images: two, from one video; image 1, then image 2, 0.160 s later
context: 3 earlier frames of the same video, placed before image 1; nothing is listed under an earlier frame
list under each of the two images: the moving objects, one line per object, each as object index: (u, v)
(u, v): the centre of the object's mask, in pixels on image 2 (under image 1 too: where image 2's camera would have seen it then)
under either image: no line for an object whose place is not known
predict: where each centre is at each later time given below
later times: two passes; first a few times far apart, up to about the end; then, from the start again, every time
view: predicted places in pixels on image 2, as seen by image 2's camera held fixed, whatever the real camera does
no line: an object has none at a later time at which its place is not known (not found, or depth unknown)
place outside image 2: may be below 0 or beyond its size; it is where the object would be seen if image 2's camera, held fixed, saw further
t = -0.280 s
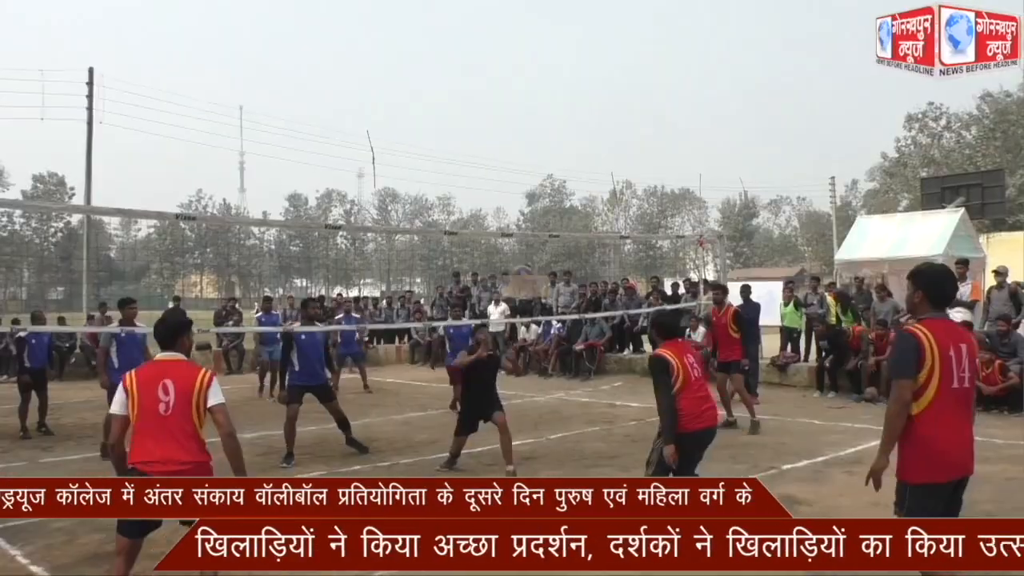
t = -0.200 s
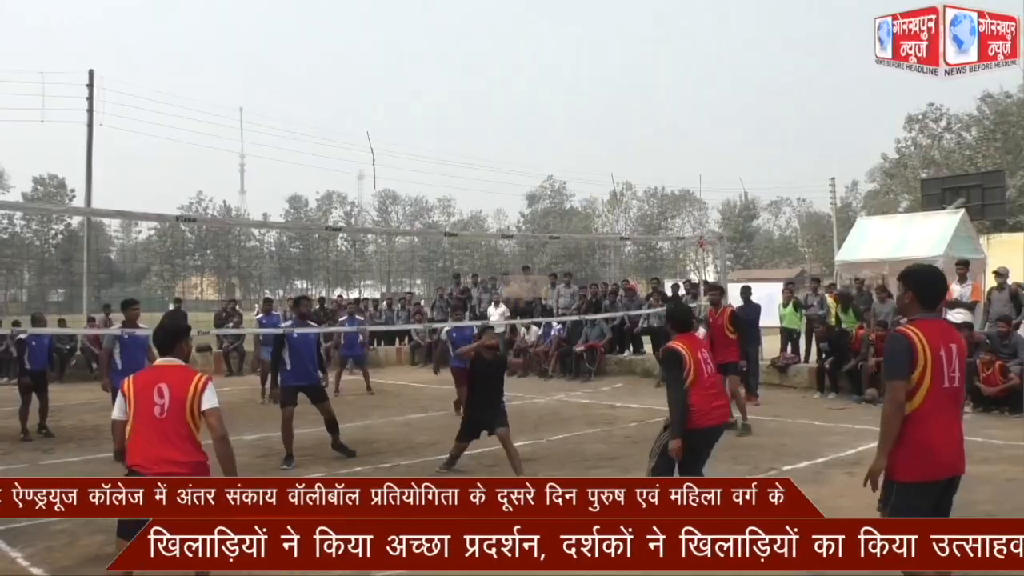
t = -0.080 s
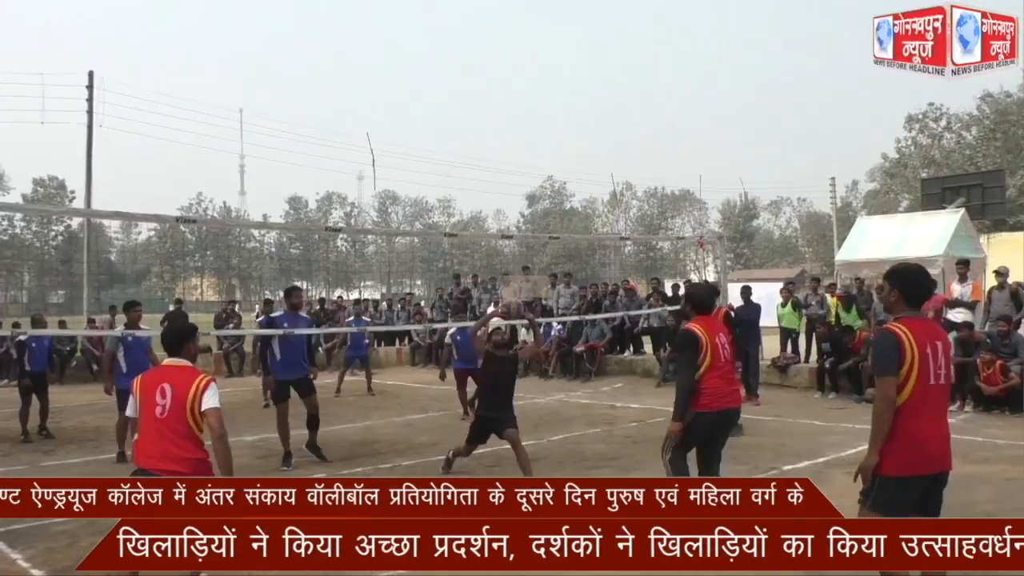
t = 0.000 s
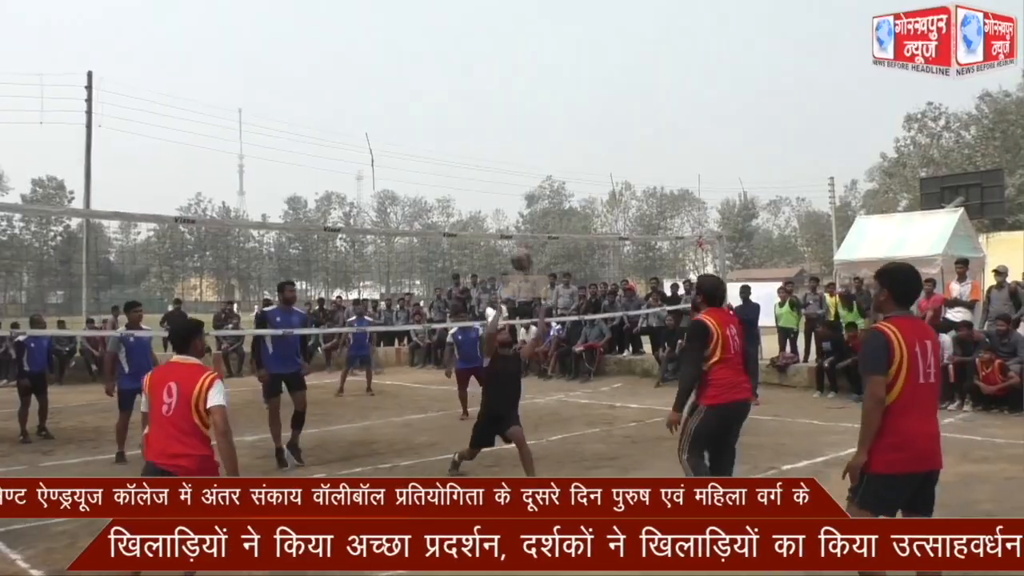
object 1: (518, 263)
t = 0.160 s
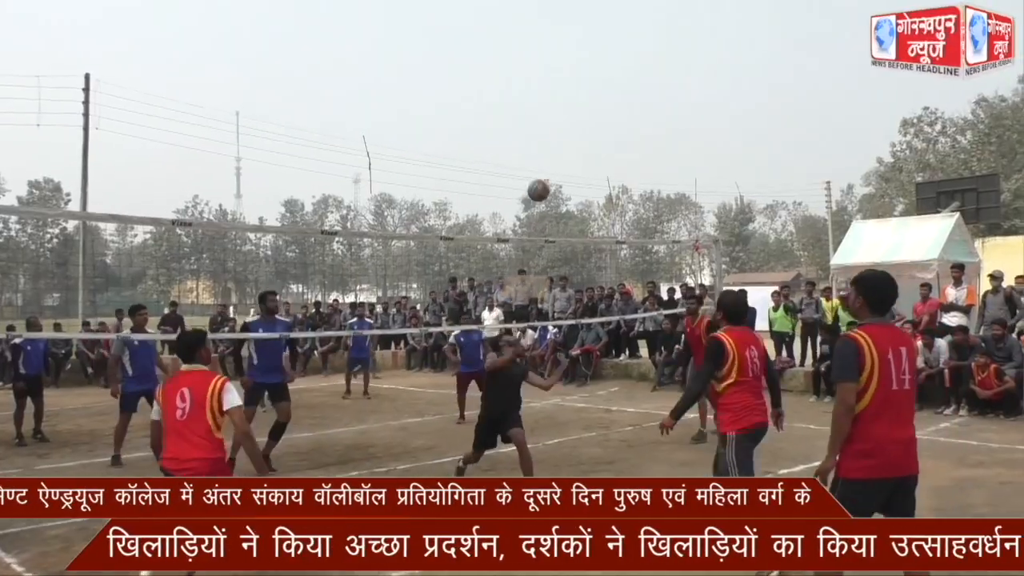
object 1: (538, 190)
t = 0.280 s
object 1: (553, 156)
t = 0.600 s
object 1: (586, 139)
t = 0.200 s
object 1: (543, 177)
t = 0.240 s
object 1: (548, 166)
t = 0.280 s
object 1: (553, 156)
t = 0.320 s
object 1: (557, 148)
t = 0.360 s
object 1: (562, 142)
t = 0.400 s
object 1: (566, 138)
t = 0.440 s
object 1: (570, 136)
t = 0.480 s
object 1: (575, 134)
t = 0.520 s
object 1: (579, 135)
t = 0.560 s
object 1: (582, 136)
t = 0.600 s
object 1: (586, 139)
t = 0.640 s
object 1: (590, 144)
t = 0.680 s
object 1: (594, 150)
